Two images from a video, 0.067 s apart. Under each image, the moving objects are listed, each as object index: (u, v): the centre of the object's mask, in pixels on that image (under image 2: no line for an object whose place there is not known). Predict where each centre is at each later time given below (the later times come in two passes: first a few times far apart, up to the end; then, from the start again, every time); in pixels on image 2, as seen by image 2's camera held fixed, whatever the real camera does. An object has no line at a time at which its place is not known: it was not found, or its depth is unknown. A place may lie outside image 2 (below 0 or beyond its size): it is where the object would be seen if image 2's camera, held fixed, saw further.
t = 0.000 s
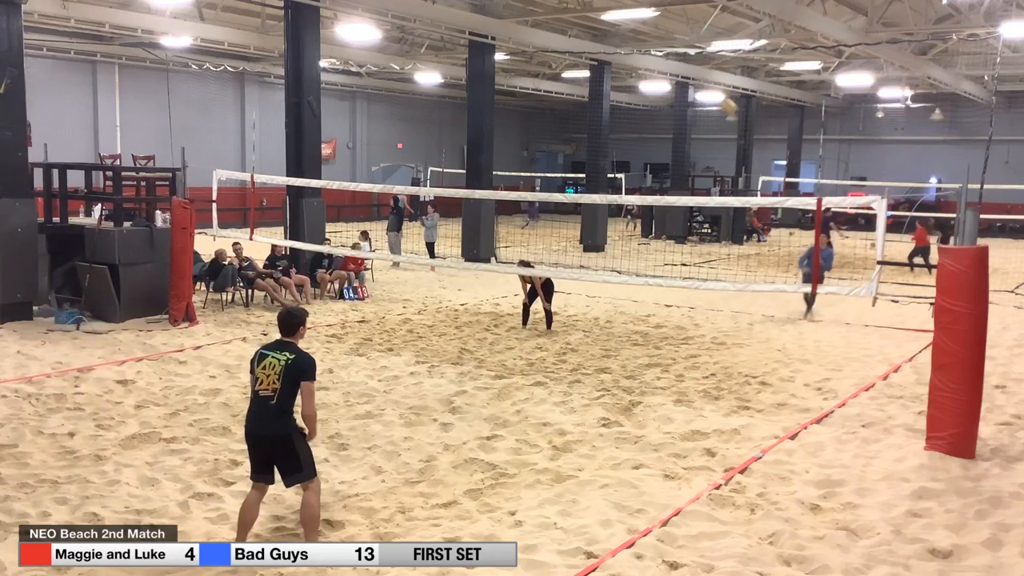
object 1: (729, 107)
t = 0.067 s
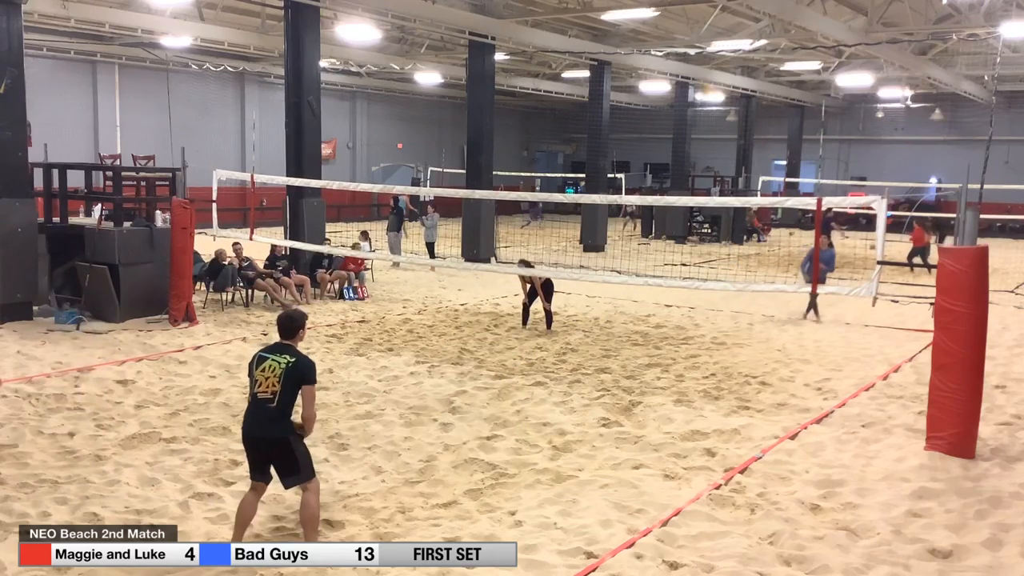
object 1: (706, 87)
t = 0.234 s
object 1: (648, 68)
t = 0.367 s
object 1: (595, 63)
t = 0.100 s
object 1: (698, 84)
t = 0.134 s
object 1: (685, 80)
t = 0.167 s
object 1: (673, 72)
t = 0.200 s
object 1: (660, 70)
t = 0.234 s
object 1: (648, 68)
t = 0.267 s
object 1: (635, 65)
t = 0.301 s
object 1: (621, 65)
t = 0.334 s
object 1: (607, 64)
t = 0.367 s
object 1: (595, 63)
